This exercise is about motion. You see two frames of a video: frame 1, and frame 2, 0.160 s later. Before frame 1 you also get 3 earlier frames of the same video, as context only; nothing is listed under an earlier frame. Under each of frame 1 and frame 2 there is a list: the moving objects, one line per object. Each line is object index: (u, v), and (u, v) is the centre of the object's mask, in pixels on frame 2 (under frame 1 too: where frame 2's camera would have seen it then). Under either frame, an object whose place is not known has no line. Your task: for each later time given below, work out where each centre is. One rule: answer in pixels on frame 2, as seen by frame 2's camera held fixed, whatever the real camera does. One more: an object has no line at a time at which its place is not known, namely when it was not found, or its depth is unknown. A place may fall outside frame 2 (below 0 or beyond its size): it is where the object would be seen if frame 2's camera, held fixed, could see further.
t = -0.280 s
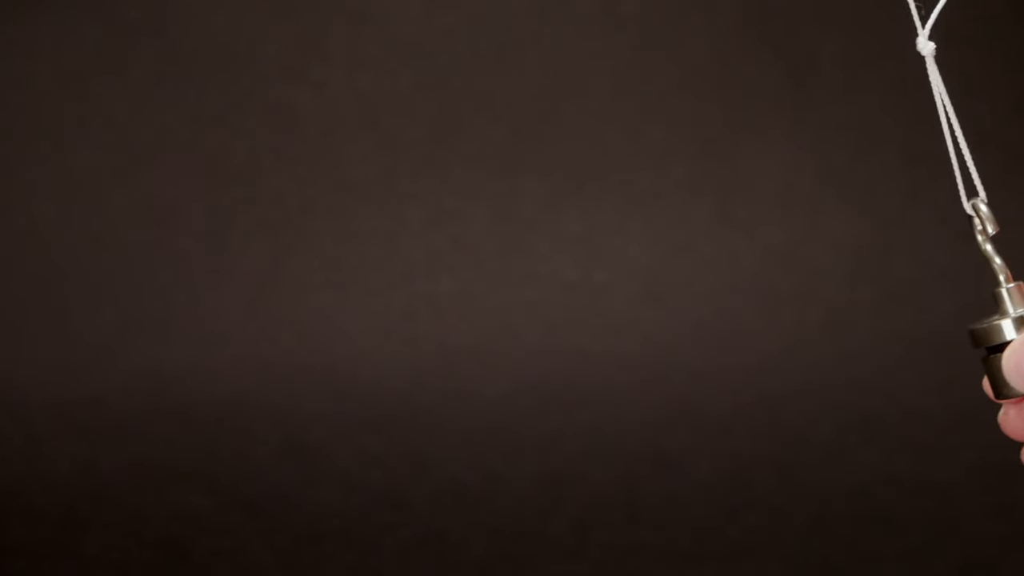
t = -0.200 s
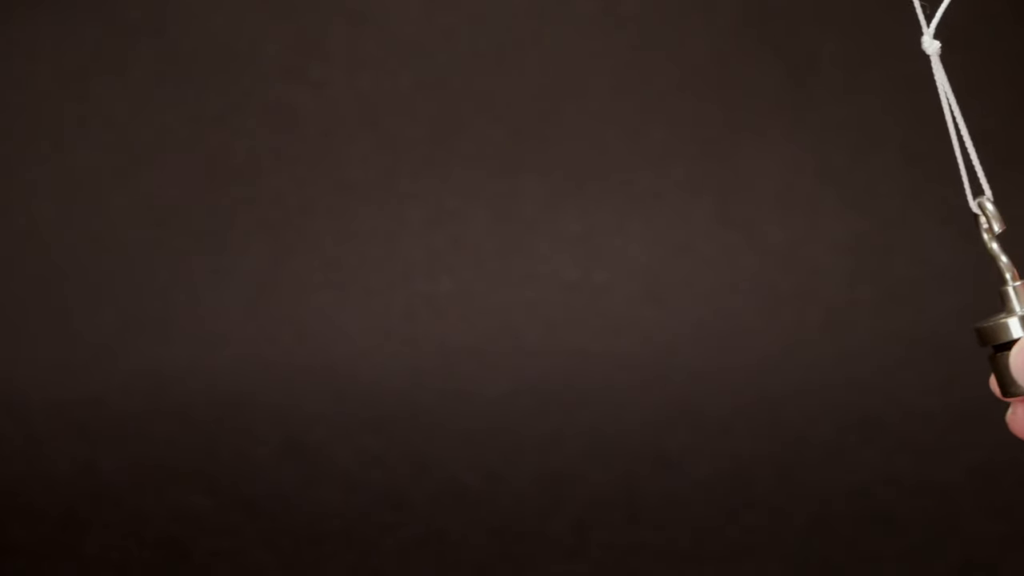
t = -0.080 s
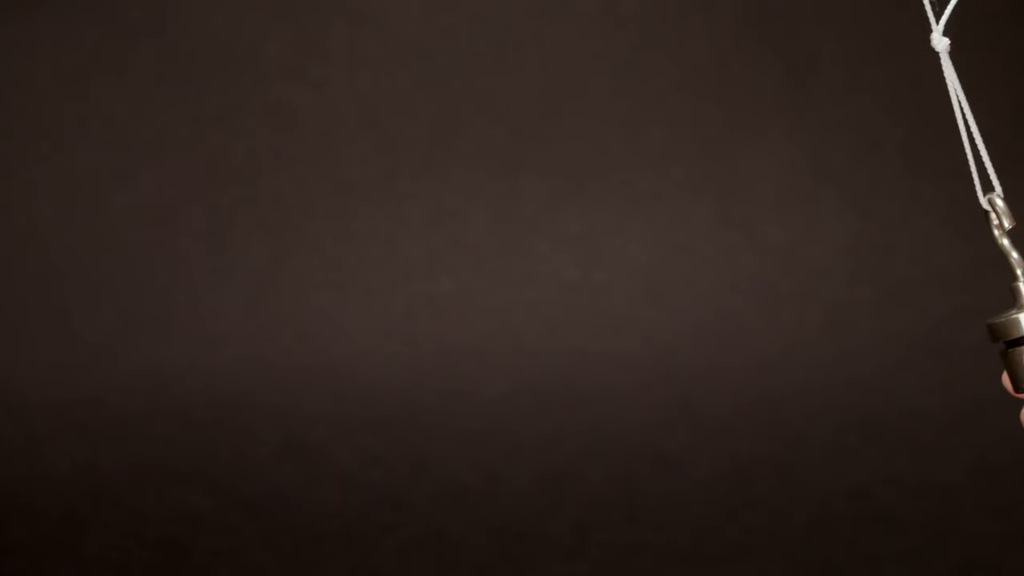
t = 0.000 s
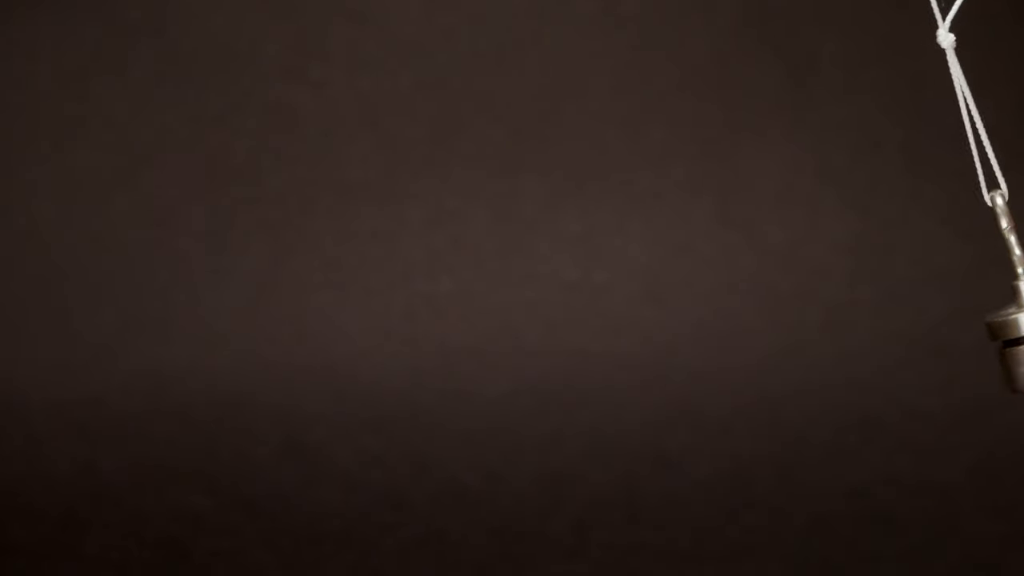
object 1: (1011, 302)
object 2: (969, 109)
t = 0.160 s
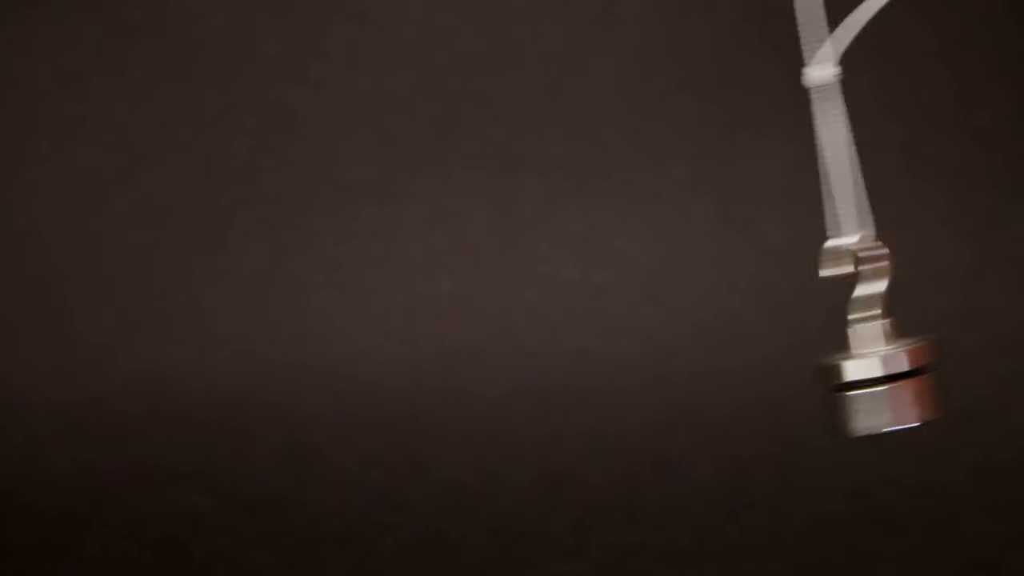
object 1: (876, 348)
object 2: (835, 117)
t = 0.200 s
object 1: (804, 360)
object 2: (777, 123)
